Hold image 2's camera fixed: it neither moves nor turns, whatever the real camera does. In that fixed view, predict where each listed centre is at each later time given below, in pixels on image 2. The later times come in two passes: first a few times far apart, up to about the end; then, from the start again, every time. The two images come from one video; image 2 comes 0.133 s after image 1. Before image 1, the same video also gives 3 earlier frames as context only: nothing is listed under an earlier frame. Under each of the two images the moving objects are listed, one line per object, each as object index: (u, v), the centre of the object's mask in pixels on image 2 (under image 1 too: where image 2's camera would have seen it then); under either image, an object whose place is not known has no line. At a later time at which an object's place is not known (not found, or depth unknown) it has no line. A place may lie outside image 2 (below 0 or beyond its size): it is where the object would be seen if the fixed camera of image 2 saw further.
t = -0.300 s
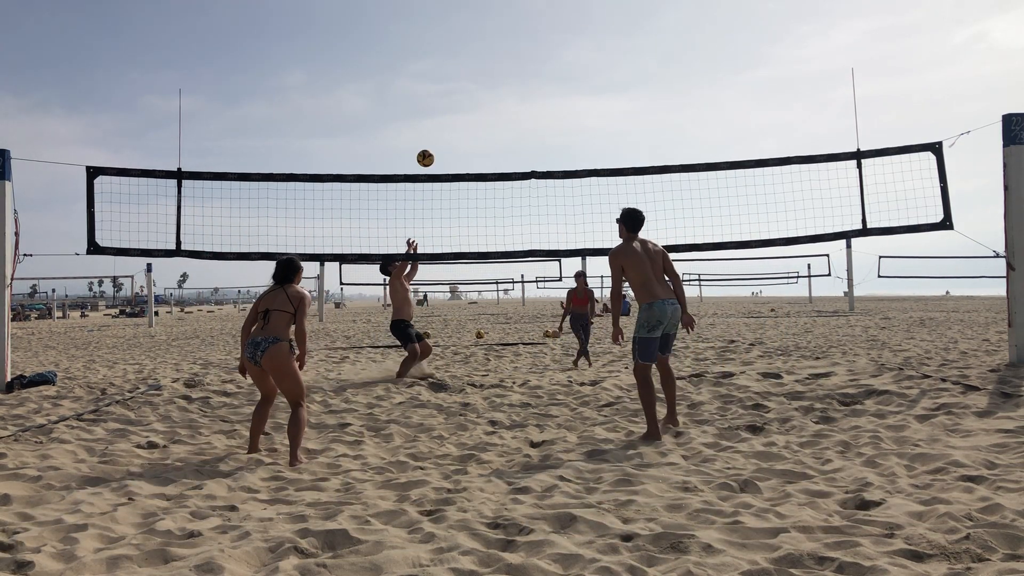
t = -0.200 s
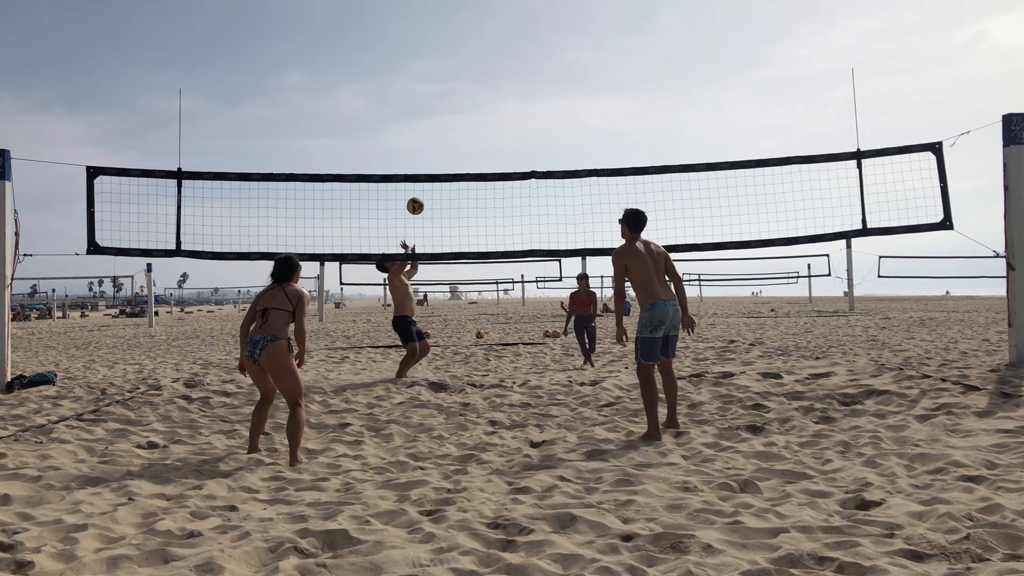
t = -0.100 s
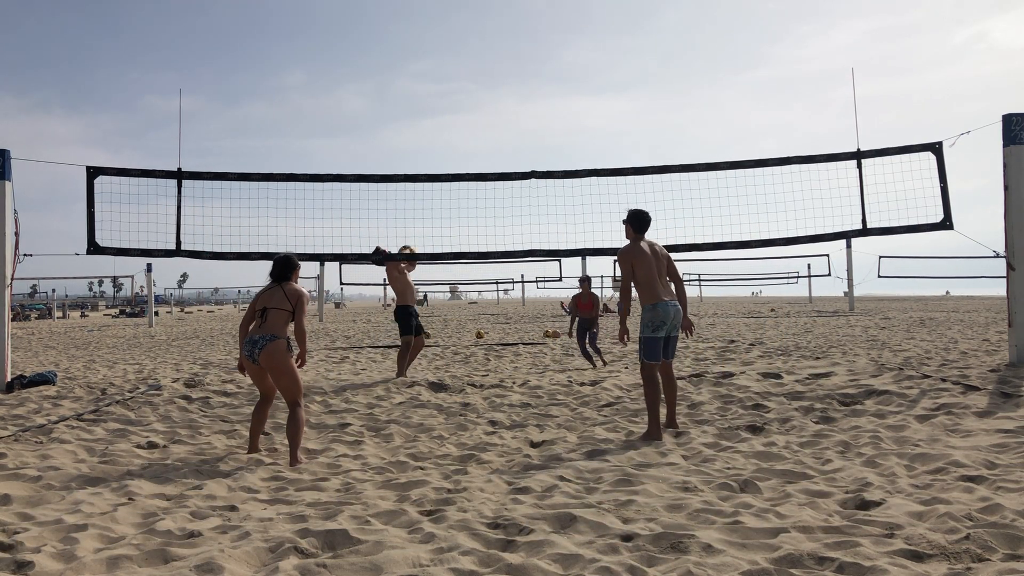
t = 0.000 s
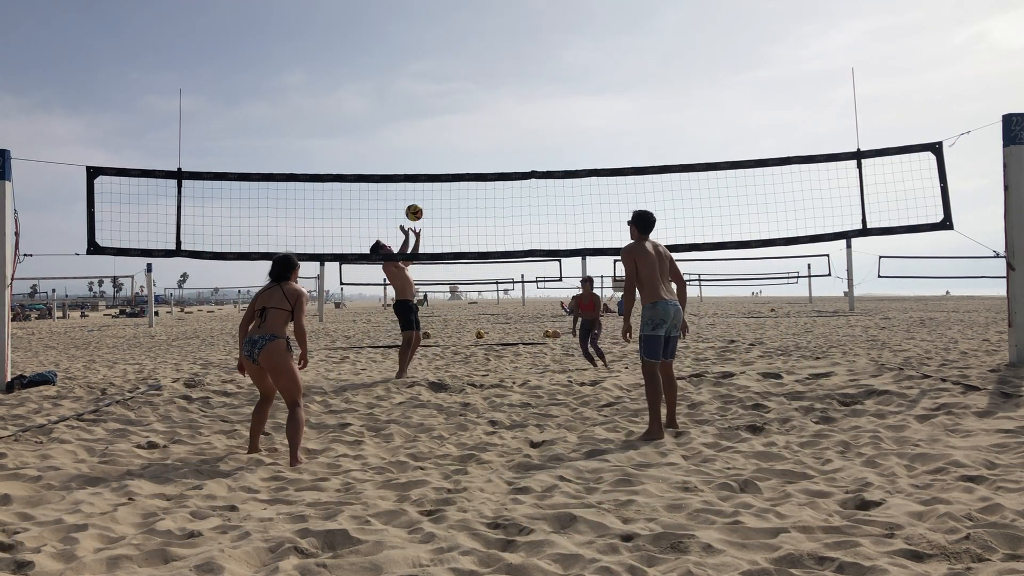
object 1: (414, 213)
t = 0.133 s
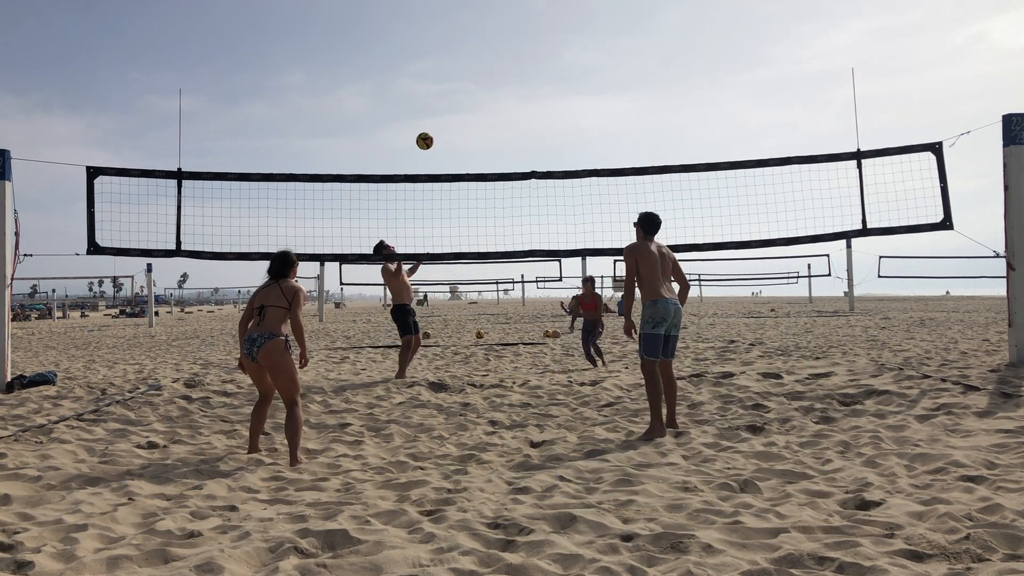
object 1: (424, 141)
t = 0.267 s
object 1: (434, 86)
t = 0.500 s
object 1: (449, 27)
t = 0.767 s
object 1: (464, 16)
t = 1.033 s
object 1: (477, 59)
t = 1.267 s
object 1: (486, 137)
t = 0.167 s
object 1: (427, 126)
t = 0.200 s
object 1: (429, 111)
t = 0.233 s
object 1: (432, 98)
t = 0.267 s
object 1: (434, 86)
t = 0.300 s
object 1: (436, 74)
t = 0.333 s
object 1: (438, 64)
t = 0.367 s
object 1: (441, 55)
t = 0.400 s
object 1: (443, 46)
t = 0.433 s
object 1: (445, 39)
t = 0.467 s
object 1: (447, 33)
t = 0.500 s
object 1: (449, 27)
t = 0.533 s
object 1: (451, 22)
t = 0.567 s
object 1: (453, 19)
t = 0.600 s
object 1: (455, 16)
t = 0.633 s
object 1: (457, 14)
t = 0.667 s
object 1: (459, 13)
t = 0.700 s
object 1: (461, 13)
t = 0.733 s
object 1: (462, 14)
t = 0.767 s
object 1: (464, 16)
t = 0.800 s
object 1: (466, 18)
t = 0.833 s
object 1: (468, 22)
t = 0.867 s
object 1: (469, 26)
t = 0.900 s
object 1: (471, 31)
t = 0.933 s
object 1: (473, 37)
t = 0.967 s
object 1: (474, 43)
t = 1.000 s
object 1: (476, 51)
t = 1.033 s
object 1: (477, 59)
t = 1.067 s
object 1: (479, 68)
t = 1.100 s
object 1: (480, 78)
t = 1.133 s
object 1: (481, 88)
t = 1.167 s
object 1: (482, 100)
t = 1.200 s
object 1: (484, 111)
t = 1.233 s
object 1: (485, 124)
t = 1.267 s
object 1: (486, 137)
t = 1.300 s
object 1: (487, 151)
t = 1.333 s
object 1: (488, 166)
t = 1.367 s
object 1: (489, 184)
